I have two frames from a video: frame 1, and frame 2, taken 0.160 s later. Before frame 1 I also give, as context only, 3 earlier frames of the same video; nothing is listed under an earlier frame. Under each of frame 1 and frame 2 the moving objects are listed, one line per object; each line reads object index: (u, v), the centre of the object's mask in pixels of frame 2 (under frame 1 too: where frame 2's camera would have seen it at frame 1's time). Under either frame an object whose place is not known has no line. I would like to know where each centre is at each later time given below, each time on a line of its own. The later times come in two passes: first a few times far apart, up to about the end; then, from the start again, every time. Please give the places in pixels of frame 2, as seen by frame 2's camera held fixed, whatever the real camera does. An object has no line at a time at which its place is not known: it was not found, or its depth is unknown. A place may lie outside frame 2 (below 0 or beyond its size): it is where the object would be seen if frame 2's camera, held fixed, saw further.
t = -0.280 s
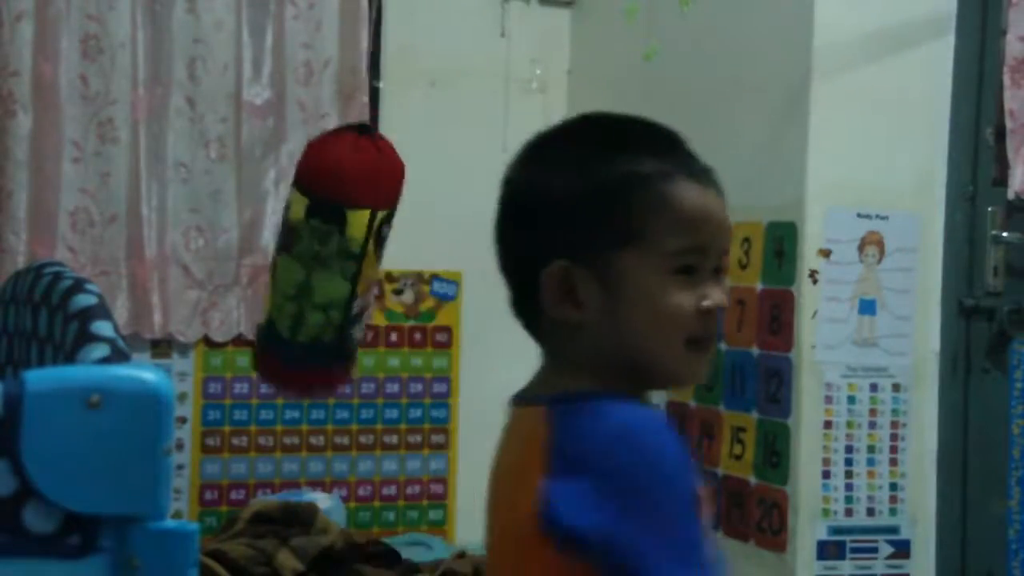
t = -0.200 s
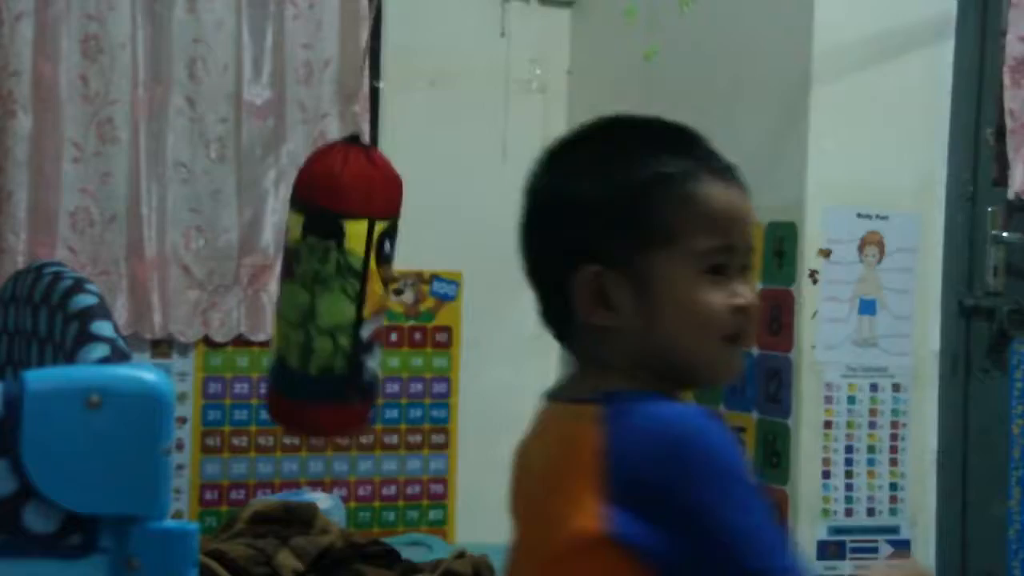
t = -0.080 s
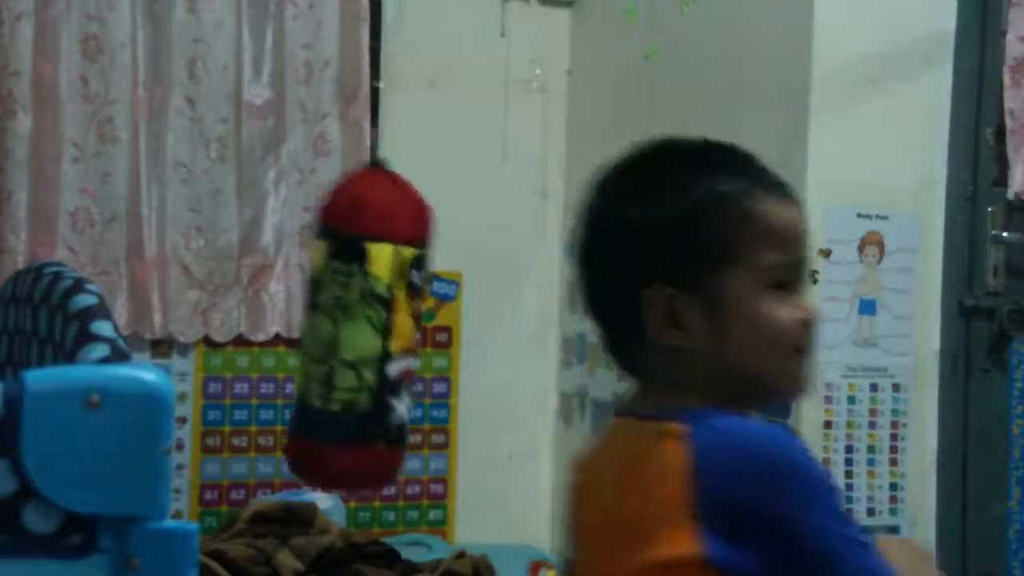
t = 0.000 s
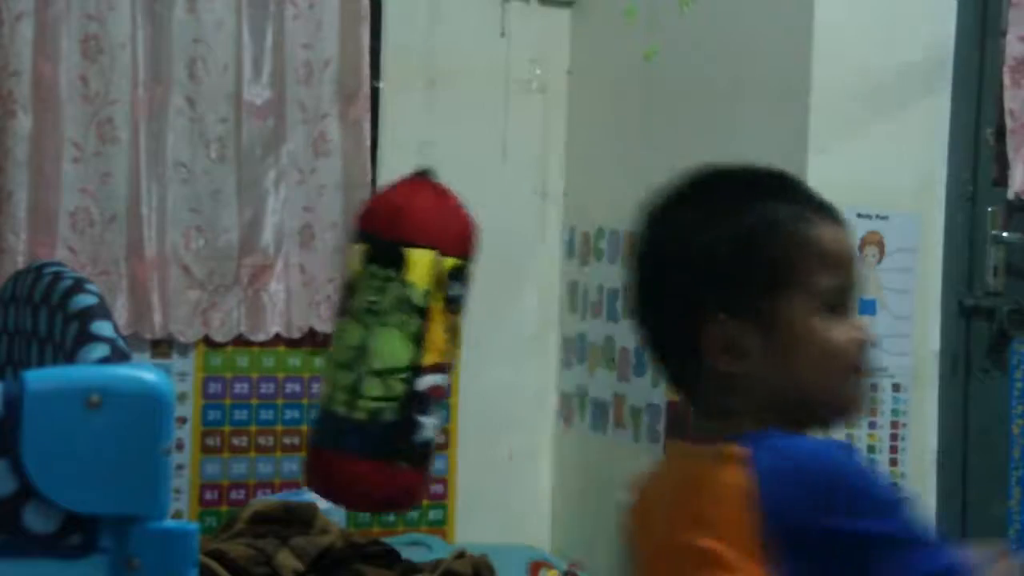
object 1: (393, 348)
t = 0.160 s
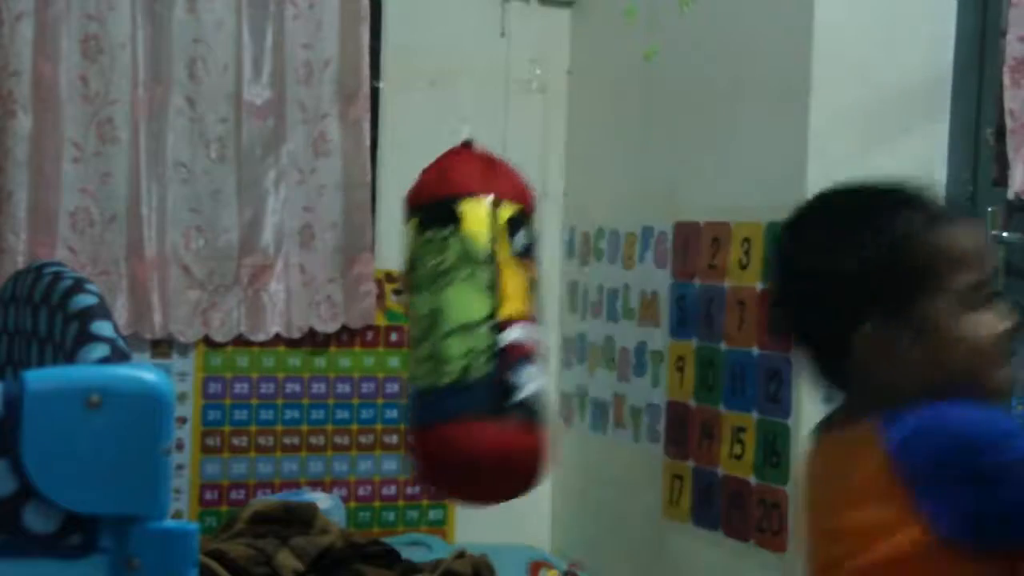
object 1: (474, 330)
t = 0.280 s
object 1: (547, 287)
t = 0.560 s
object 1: (651, 253)
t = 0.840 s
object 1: (577, 331)
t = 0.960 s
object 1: (497, 337)
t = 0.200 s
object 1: (498, 318)
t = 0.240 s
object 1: (523, 302)
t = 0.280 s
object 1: (547, 287)
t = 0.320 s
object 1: (571, 274)
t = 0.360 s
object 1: (593, 263)
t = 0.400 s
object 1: (612, 257)
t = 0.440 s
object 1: (628, 251)
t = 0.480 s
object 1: (638, 246)
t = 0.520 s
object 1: (646, 247)
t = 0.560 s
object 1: (651, 253)
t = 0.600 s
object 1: (652, 262)
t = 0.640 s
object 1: (650, 276)
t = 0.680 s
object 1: (642, 288)
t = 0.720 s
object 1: (632, 301)
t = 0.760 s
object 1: (617, 314)
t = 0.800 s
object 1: (599, 323)
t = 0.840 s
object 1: (577, 331)
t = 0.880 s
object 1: (552, 337)
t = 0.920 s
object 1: (526, 338)
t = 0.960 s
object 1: (497, 337)
